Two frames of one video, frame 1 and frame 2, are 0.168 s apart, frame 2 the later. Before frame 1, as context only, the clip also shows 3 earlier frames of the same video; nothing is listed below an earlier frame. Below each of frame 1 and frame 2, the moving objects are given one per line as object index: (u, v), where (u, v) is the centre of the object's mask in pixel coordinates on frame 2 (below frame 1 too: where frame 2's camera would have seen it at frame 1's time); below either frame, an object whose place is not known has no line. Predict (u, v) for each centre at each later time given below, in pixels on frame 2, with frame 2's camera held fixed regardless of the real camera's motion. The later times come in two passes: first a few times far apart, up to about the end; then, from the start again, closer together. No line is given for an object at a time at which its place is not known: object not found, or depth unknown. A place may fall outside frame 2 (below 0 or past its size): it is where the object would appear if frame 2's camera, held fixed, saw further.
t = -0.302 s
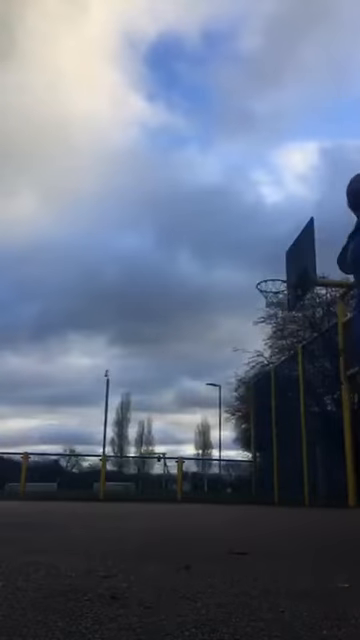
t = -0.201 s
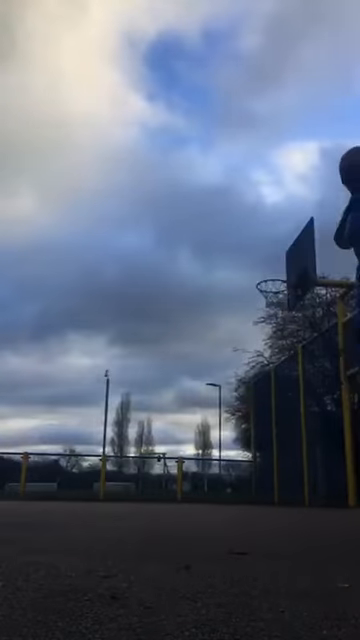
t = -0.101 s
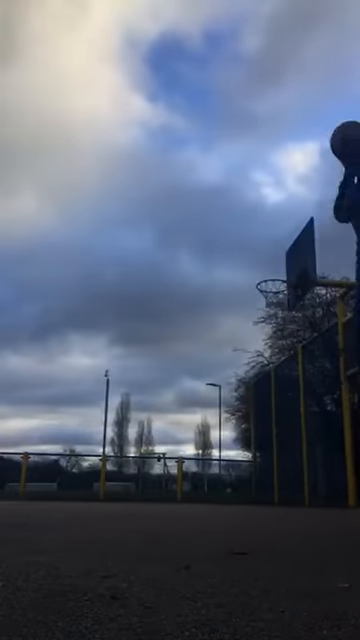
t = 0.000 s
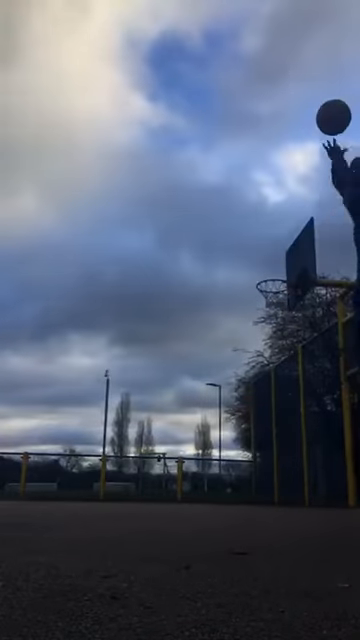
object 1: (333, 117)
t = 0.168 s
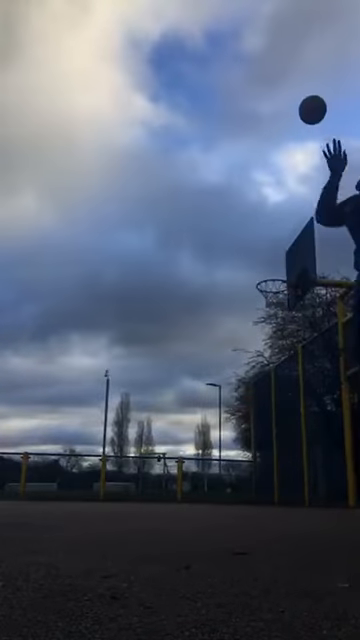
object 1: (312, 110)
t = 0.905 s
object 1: (277, 272)
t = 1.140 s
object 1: (277, 300)
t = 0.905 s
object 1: (277, 272)
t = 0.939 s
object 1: (276, 285)
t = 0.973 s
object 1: (273, 289)
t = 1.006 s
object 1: (268, 291)
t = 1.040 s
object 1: (267, 289)
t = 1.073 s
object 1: (271, 293)
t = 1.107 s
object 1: (274, 297)
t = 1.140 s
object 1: (277, 300)
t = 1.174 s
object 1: (279, 303)
